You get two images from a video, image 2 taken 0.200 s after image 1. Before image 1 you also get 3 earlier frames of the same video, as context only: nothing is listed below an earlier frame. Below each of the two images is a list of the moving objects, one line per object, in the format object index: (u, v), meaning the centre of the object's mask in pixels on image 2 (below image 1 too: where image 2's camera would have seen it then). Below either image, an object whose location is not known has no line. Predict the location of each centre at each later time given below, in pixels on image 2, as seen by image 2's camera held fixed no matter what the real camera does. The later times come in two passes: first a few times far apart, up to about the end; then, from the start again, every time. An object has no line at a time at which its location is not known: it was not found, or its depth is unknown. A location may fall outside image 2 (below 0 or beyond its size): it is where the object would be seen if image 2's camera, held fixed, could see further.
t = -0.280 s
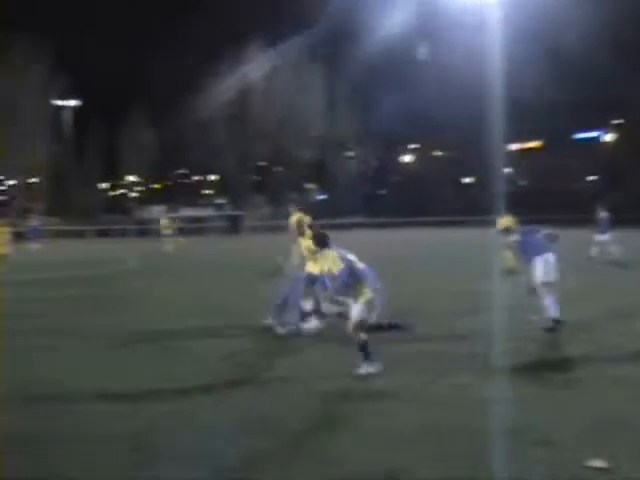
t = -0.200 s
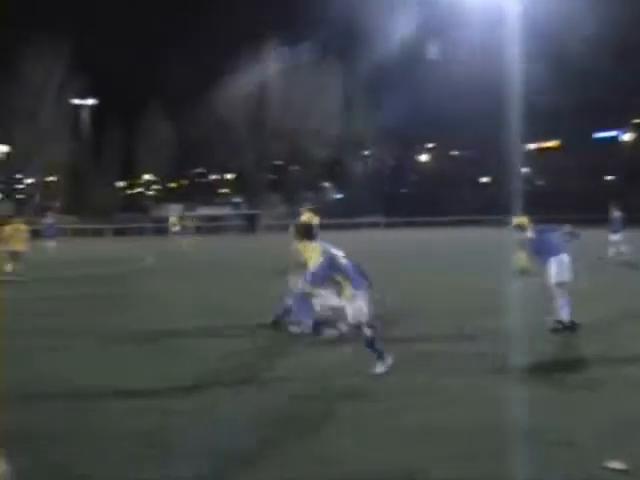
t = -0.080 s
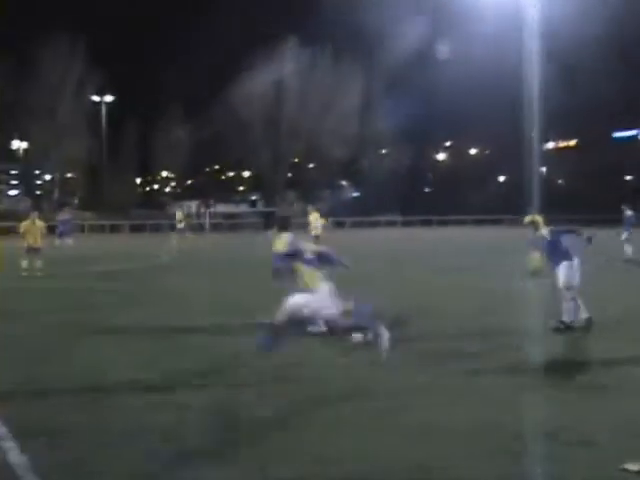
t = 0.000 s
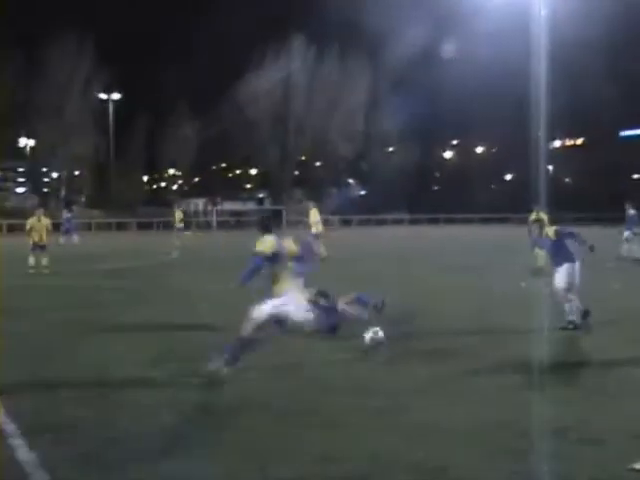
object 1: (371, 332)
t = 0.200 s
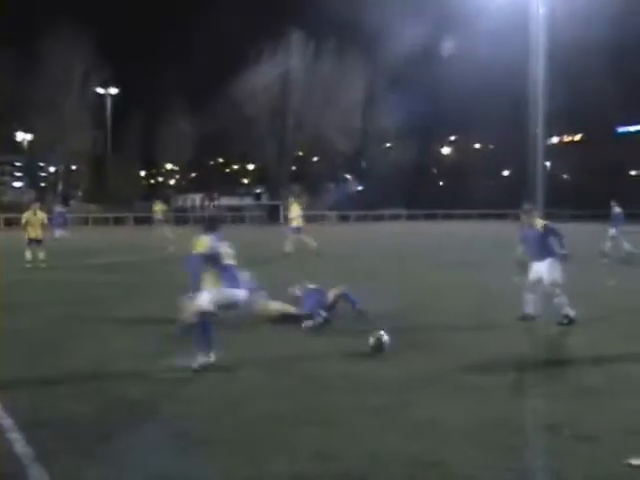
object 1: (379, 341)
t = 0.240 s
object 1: (379, 343)
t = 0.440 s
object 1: (379, 349)
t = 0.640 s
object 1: (376, 357)
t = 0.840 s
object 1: (374, 364)
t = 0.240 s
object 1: (379, 343)
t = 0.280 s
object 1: (380, 344)
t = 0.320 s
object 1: (379, 345)
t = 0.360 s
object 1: (380, 348)
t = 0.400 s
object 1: (379, 348)
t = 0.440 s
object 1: (379, 349)
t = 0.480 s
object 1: (378, 352)
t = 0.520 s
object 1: (377, 352)
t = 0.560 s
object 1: (377, 353)
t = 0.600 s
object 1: (376, 355)
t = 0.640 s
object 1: (376, 357)
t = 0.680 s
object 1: (375, 358)
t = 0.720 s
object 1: (375, 359)
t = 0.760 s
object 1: (375, 361)
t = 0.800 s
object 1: (375, 363)
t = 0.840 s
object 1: (374, 364)
